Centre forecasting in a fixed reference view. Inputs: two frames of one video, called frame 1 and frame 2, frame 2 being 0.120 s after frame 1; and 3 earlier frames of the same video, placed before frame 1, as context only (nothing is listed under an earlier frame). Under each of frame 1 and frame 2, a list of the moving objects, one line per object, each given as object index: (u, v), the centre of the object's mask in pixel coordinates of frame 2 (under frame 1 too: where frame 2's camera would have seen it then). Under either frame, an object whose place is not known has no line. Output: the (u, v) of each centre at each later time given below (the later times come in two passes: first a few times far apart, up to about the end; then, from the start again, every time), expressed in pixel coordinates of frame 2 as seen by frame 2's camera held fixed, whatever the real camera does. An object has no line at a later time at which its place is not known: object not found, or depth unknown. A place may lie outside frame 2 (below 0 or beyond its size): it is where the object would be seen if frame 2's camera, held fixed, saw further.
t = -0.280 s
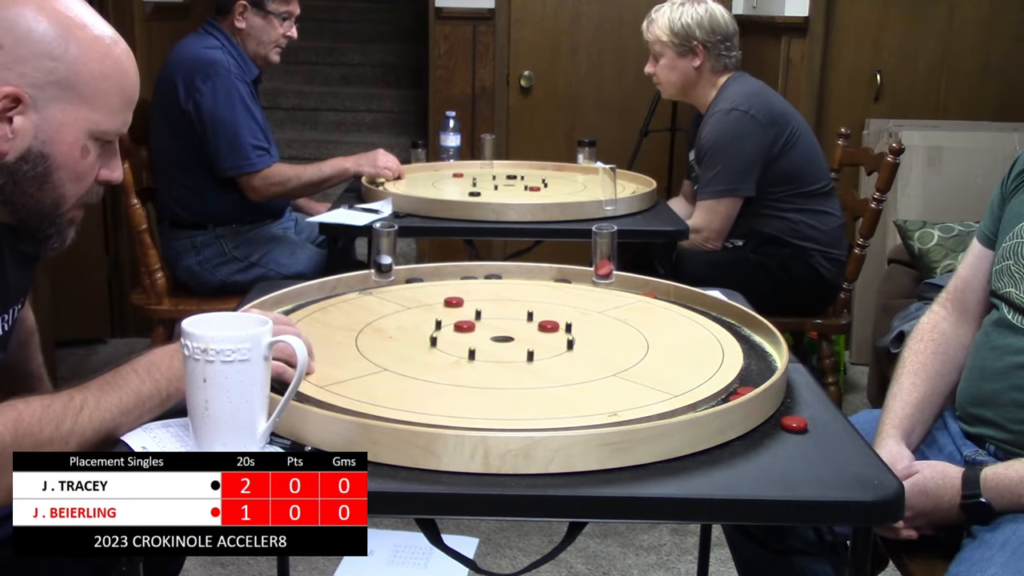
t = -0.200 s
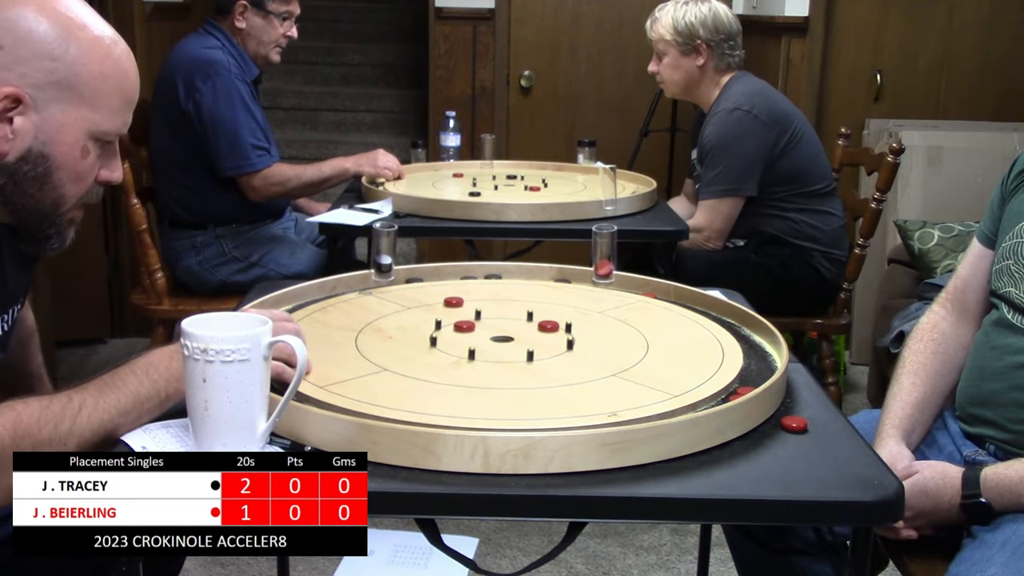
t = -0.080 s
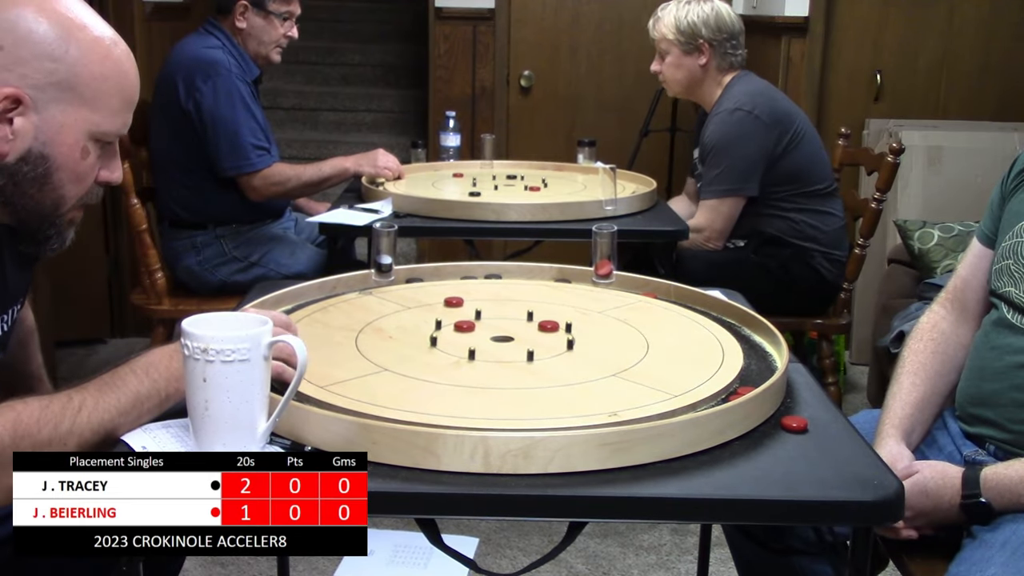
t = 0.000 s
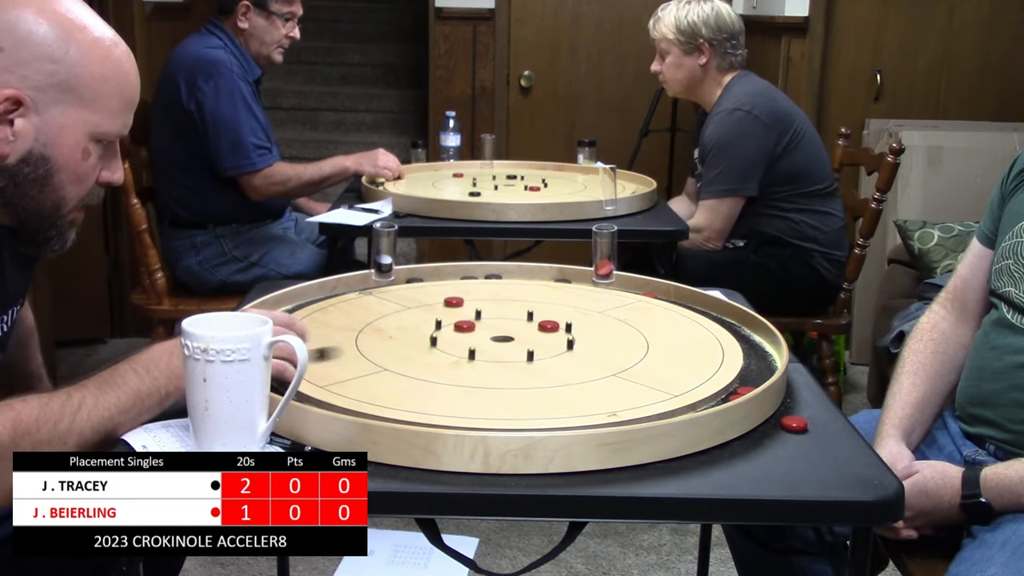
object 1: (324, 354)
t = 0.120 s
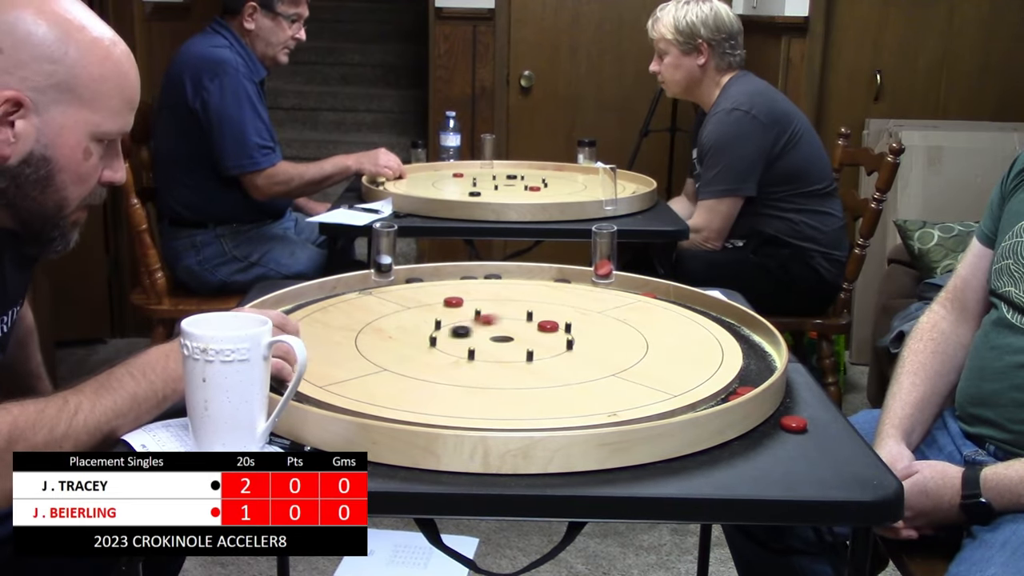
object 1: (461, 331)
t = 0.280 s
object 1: (511, 333)
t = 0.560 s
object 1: (525, 340)
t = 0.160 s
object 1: (474, 332)
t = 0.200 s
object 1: (493, 333)
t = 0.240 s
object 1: (503, 334)
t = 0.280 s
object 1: (511, 333)
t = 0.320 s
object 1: (516, 332)
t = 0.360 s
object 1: (518, 336)
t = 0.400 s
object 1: (521, 335)
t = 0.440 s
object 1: (522, 338)
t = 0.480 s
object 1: (523, 338)
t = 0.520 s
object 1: (524, 340)
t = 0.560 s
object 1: (525, 340)
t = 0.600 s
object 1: (525, 340)
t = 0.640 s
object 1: (525, 340)
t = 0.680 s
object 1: (525, 340)
